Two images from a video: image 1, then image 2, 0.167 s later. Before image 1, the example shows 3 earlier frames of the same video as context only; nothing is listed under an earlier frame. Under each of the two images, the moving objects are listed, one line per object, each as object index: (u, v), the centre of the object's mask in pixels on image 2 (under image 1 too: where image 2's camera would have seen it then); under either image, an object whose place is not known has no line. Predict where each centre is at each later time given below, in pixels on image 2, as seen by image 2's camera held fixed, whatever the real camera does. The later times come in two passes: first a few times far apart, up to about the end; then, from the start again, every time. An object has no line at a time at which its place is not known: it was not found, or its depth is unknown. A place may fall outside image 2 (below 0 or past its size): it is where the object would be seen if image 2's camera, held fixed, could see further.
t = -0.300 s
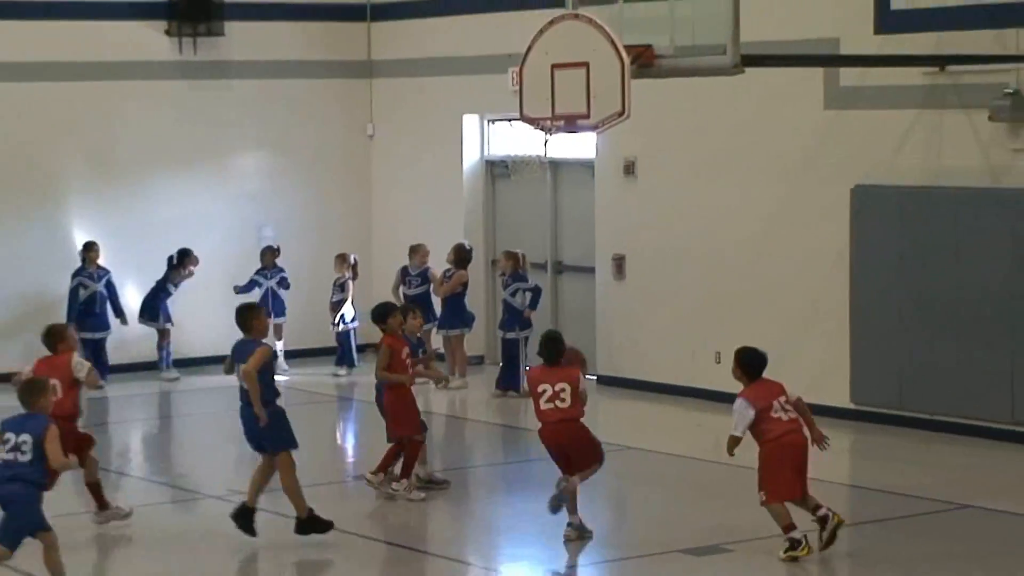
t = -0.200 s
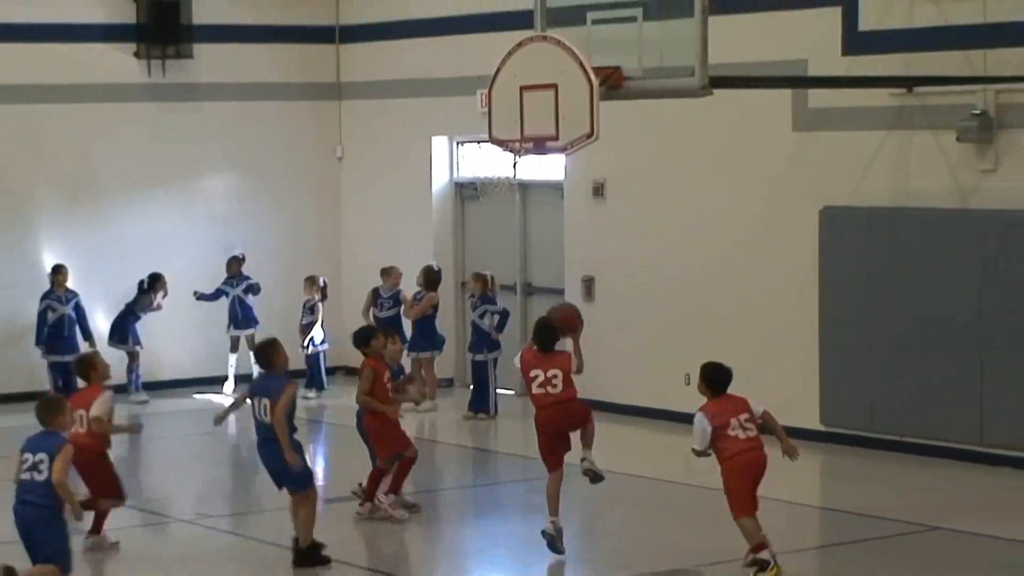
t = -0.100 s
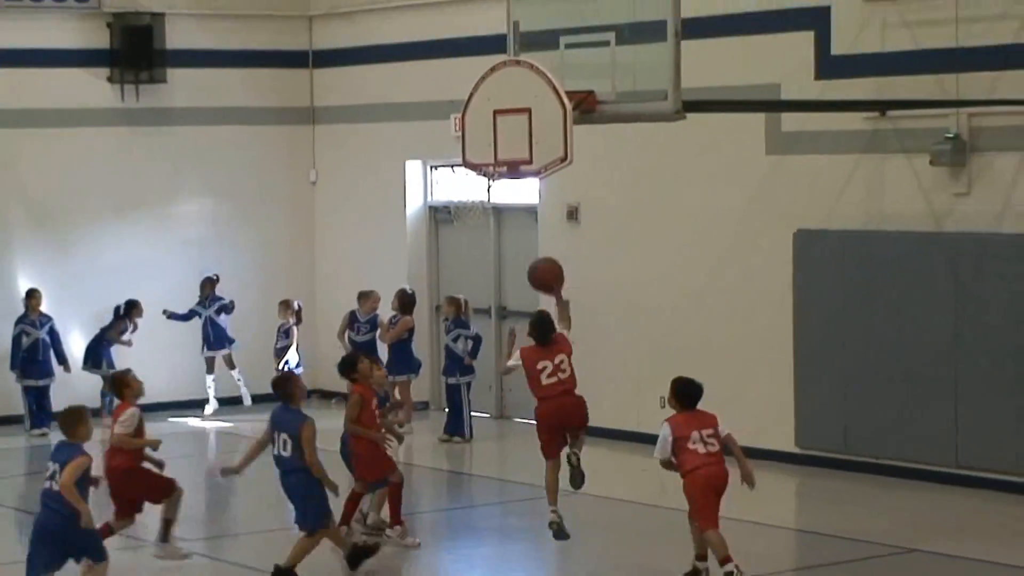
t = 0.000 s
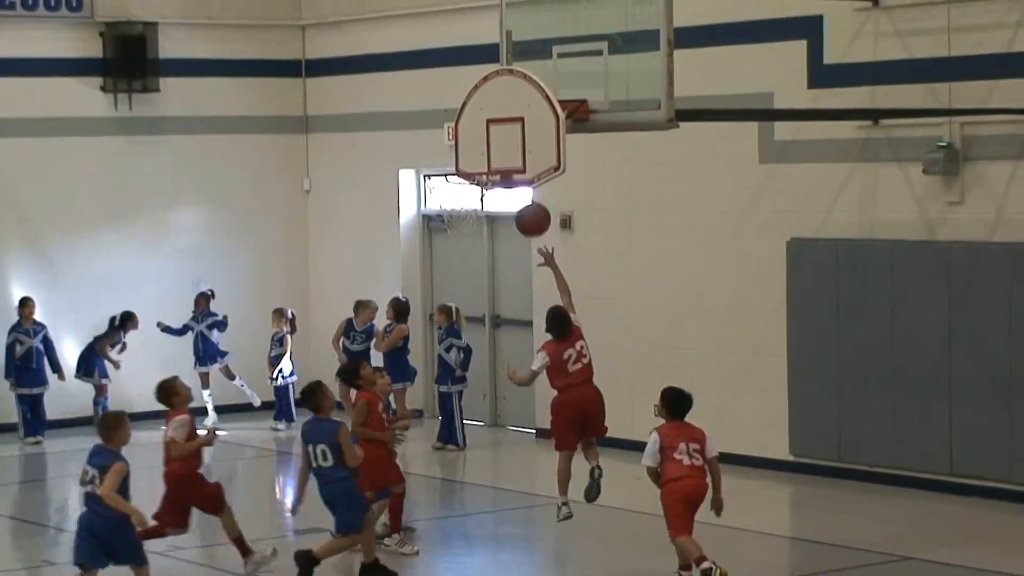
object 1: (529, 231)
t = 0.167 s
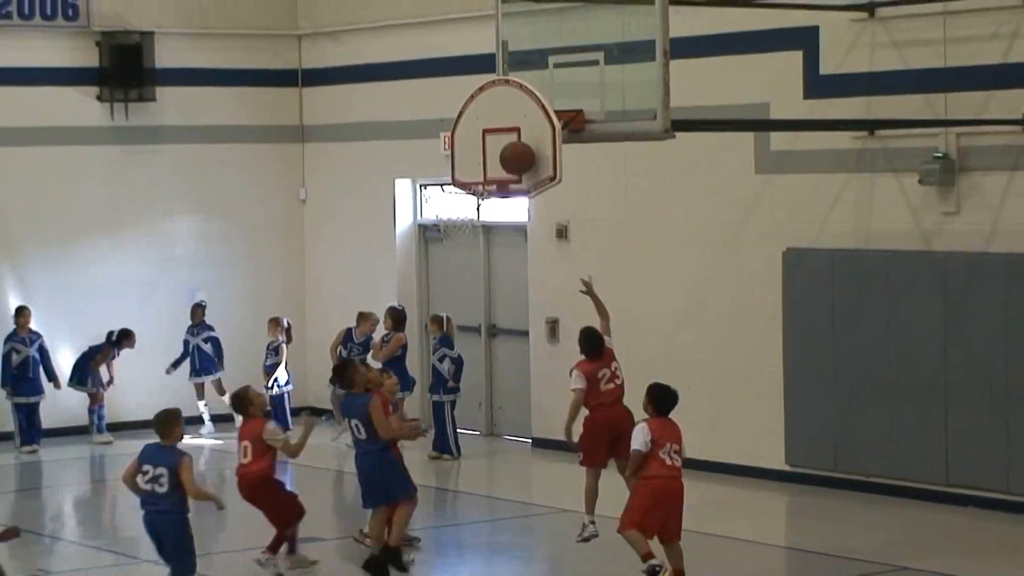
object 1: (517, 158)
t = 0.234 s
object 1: (505, 147)
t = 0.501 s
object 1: (451, 171)
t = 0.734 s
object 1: (445, 221)
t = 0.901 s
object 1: (462, 245)
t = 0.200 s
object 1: (513, 151)
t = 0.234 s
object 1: (505, 147)
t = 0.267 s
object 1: (499, 146)
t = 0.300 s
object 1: (492, 145)
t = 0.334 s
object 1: (485, 145)
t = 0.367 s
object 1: (478, 148)
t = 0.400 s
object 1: (471, 152)
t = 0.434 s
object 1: (464, 157)
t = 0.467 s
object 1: (457, 165)
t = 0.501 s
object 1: (451, 171)
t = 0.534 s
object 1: (447, 179)
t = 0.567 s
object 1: (446, 183)
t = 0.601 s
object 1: (444, 189)
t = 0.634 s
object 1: (445, 198)
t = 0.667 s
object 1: (444, 208)
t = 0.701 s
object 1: (443, 216)
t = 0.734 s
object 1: (445, 221)
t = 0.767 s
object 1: (448, 224)
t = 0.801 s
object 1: (452, 226)
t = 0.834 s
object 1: (454, 231)
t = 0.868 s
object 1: (458, 237)
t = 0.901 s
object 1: (462, 245)
